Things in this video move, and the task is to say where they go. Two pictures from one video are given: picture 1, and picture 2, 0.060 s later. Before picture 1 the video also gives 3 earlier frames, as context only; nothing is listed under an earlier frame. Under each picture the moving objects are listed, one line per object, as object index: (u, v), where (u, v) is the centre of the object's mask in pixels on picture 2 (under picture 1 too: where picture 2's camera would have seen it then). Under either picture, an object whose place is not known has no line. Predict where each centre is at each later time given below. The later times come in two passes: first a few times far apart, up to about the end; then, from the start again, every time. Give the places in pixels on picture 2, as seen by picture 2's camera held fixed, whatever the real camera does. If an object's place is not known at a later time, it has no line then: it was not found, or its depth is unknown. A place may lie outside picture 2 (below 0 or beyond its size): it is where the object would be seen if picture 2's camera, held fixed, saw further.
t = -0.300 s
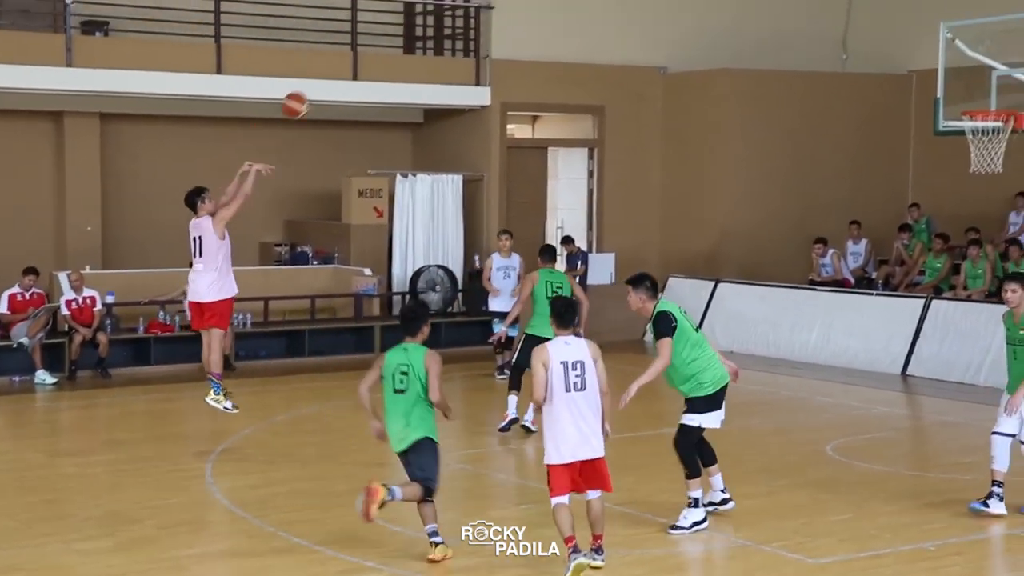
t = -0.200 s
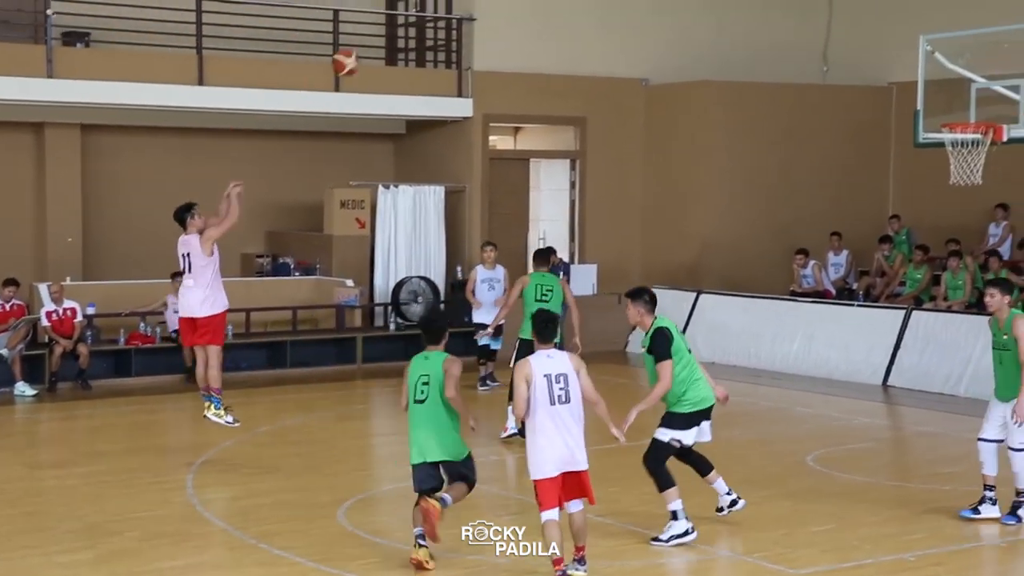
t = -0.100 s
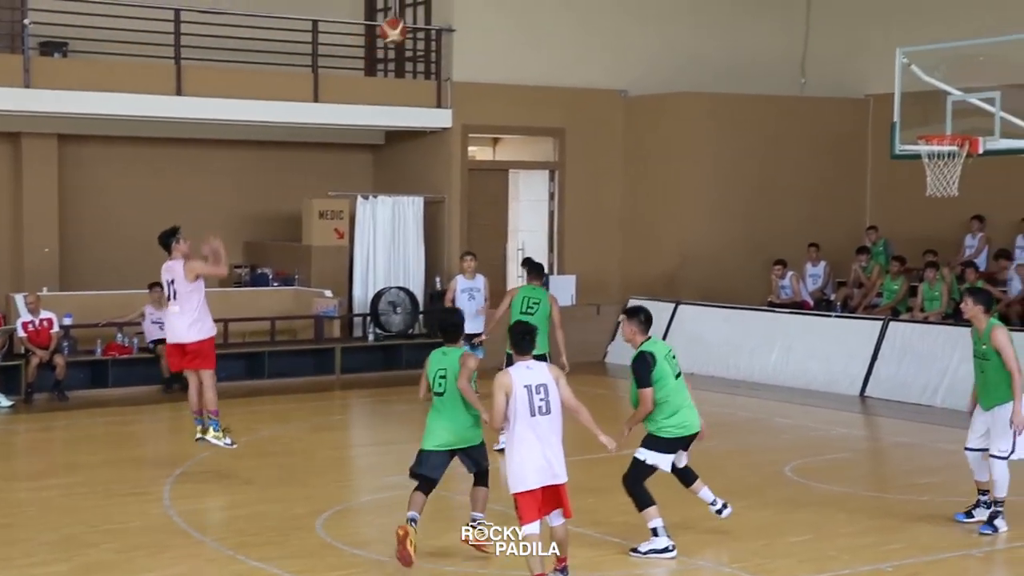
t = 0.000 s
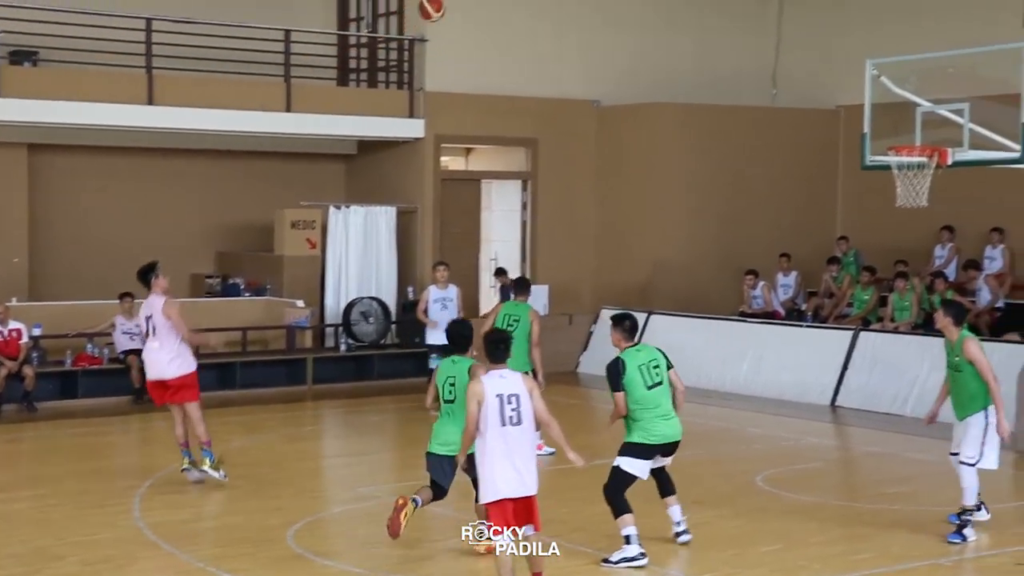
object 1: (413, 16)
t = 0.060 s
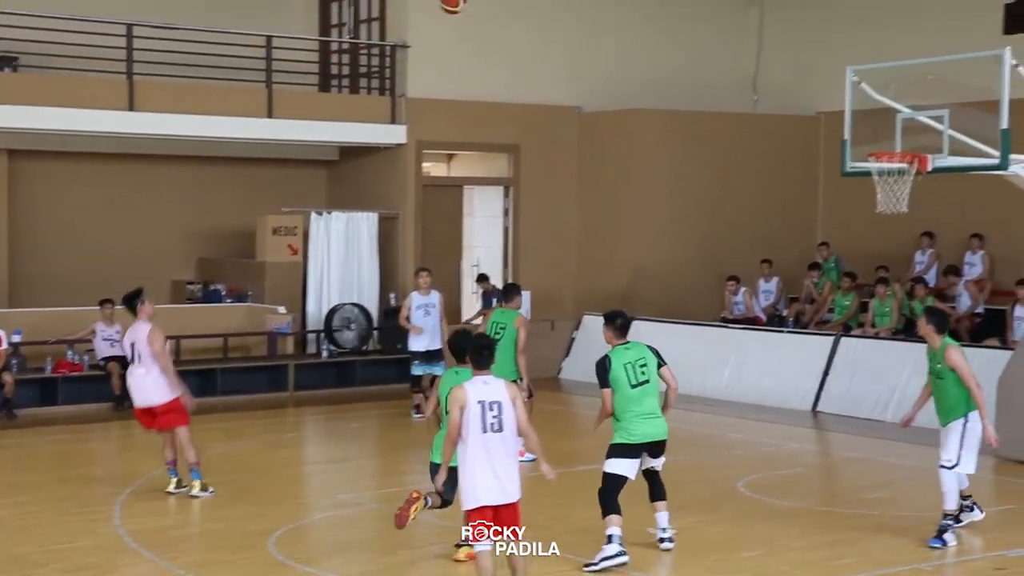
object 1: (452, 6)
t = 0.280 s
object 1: (593, -8)
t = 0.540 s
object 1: (753, 29)
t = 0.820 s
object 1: (900, 144)
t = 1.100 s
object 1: (730, 126)
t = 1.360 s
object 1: (584, 178)
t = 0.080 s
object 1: (465, 3)
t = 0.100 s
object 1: (478, 1)
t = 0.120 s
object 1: (491, -1)
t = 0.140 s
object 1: (504, -3)
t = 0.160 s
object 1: (517, -3)
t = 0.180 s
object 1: (530, -5)
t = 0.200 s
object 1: (543, -6)
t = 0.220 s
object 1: (556, -6)
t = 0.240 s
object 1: (569, -7)
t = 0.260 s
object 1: (581, -7)
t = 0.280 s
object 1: (593, -8)
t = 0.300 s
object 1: (606, -7)
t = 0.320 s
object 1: (618, -6)
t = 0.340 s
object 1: (631, -6)
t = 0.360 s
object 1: (644, -5)
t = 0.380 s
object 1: (656, -4)
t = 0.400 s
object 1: (668, -2)
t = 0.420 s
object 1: (679, 0)
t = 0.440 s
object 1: (691, 3)
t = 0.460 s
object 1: (704, 8)
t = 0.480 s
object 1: (717, 13)
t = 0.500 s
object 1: (729, 18)
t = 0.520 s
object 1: (741, 23)
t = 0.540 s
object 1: (753, 29)
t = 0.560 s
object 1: (765, 36)
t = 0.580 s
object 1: (777, 44)
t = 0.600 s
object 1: (789, 51)
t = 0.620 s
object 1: (801, 59)
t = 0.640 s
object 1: (813, 67)
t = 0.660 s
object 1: (824, 76)
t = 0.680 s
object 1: (836, 85)
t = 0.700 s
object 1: (849, 94)
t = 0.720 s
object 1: (860, 104)
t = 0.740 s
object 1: (872, 115)
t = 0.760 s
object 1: (884, 125)
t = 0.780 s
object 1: (895, 138)
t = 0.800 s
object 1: (907, 144)
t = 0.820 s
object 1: (900, 144)
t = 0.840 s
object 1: (888, 142)
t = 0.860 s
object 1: (876, 140)
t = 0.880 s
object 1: (864, 137)
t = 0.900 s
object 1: (851, 135)
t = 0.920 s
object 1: (838, 132)
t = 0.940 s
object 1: (826, 129)
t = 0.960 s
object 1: (814, 127)
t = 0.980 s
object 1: (803, 125)
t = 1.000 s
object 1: (791, 123)
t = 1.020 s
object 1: (778, 124)
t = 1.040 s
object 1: (766, 124)
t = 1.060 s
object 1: (754, 124)
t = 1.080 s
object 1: (742, 125)
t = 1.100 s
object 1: (730, 126)
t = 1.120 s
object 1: (719, 128)
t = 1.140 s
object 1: (708, 130)
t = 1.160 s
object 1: (696, 133)
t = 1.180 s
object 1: (684, 135)
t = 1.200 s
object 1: (673, 138)
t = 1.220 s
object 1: (662, 142)
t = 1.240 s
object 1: (651, 146)
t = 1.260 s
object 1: (640, 150)
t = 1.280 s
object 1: (629, 154)
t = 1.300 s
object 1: (617, 160)
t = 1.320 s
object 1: (606, 165)
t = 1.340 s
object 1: (595, 171)
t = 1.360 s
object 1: (584, 178)
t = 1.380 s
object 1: (573, 184)
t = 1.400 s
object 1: (562, 192)
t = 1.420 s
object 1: (551, 199)
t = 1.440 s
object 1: (541, 207)
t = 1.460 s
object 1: (530, 215)
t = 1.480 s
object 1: (520, 223)
